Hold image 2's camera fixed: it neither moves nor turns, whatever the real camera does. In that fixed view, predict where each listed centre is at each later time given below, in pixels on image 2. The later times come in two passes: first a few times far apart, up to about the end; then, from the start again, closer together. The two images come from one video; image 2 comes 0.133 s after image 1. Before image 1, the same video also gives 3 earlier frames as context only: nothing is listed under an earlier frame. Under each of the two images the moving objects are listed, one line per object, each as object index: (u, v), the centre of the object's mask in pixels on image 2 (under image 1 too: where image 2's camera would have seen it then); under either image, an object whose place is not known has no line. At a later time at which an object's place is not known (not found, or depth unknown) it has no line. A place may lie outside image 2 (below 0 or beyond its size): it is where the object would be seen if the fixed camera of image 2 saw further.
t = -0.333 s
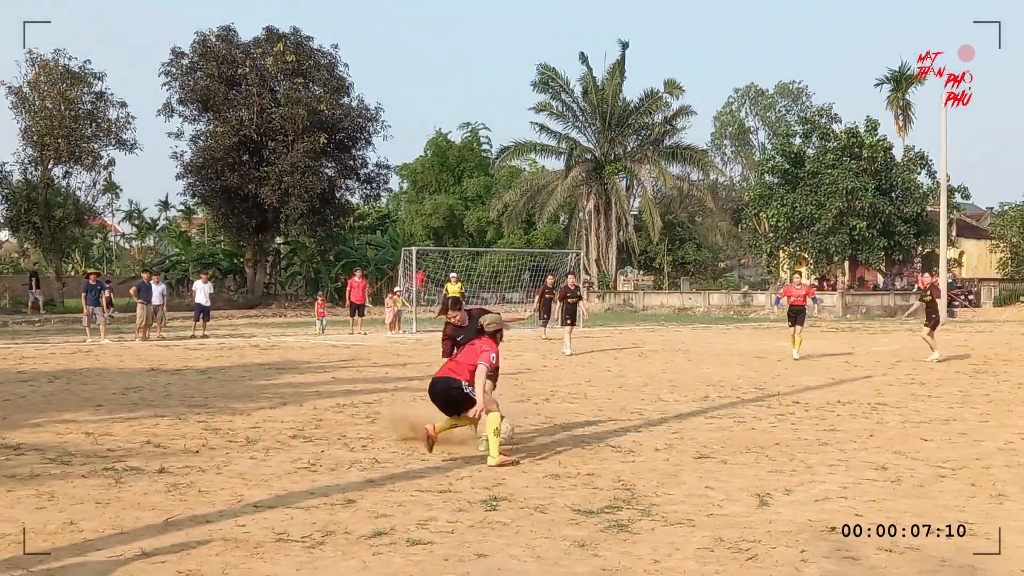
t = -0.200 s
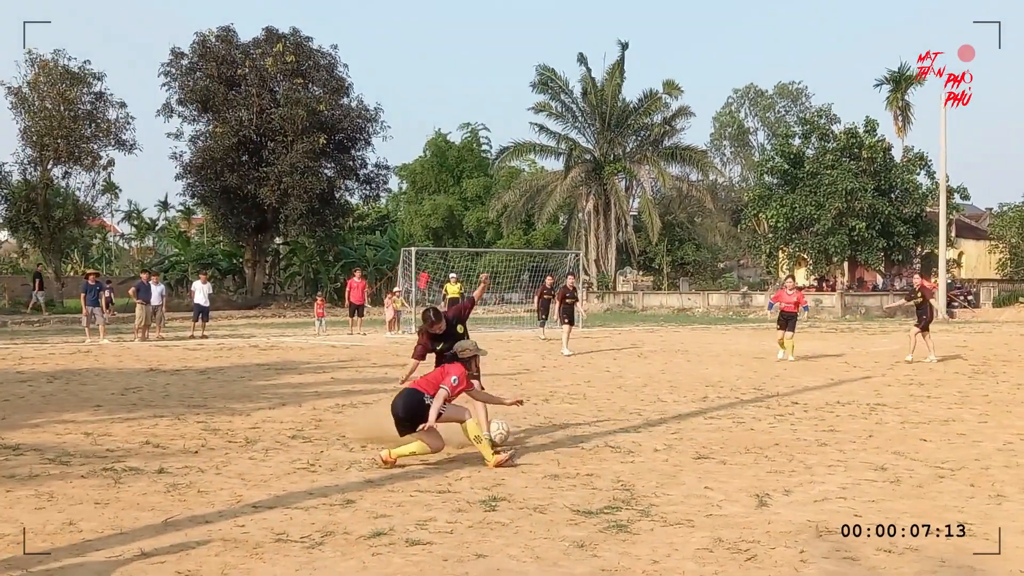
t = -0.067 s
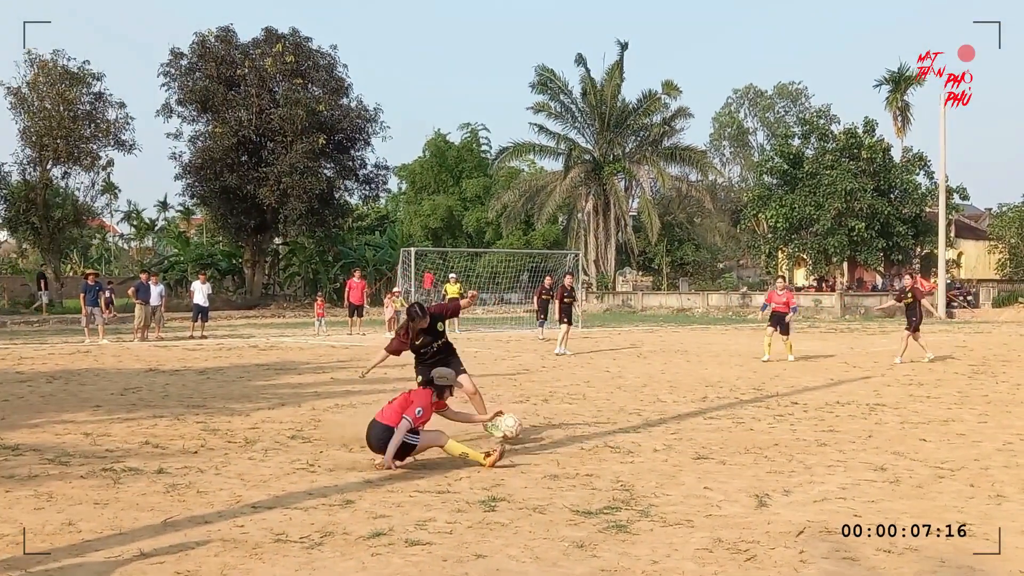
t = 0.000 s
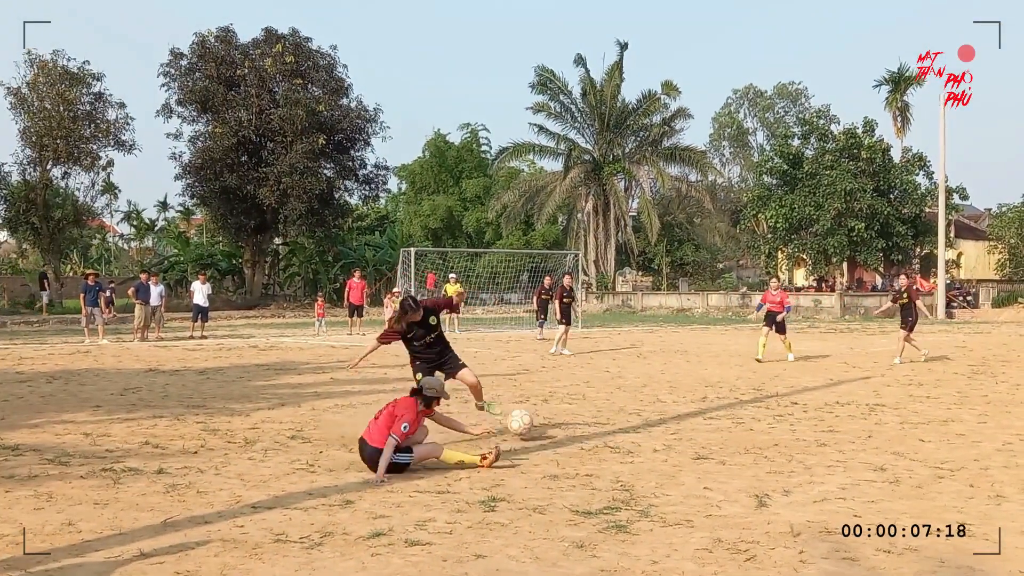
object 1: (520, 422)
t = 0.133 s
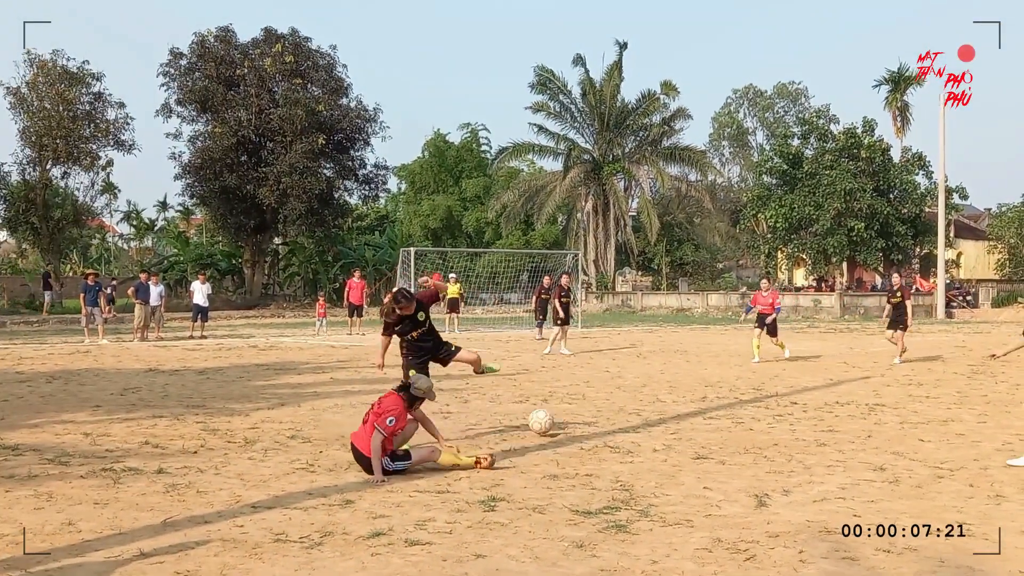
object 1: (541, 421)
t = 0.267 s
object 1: (558, 416)
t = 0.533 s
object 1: (592, 417)
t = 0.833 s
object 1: (626, 410)
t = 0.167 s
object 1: (545, 418)
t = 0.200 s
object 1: (550, 416)
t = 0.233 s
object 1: (554, 416)
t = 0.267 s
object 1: (558, 416)
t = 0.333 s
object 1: (566, 421)
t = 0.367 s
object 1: (570, 419)
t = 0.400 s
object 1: (575, 418)
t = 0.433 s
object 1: (580, 419)
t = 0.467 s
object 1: (584, 418)
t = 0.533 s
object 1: (592, 417)
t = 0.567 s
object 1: (597, 416)
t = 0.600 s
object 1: (601, 416)
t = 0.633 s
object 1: (605, 415)
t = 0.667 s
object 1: (609, 414)
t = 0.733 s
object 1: (616, 411)
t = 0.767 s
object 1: (619, 410)
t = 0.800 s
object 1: (623, 410)
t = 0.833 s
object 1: (626, 410)
